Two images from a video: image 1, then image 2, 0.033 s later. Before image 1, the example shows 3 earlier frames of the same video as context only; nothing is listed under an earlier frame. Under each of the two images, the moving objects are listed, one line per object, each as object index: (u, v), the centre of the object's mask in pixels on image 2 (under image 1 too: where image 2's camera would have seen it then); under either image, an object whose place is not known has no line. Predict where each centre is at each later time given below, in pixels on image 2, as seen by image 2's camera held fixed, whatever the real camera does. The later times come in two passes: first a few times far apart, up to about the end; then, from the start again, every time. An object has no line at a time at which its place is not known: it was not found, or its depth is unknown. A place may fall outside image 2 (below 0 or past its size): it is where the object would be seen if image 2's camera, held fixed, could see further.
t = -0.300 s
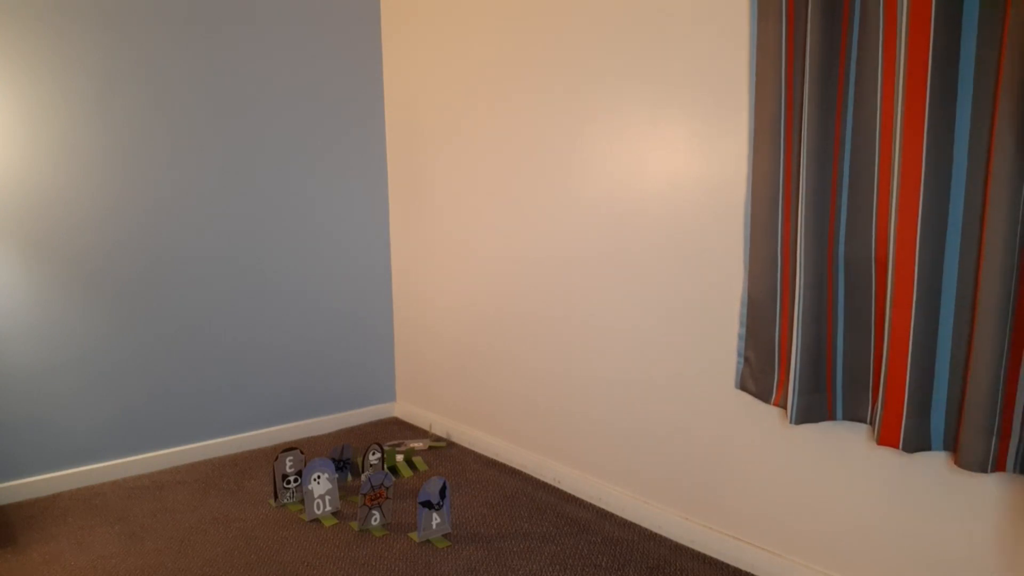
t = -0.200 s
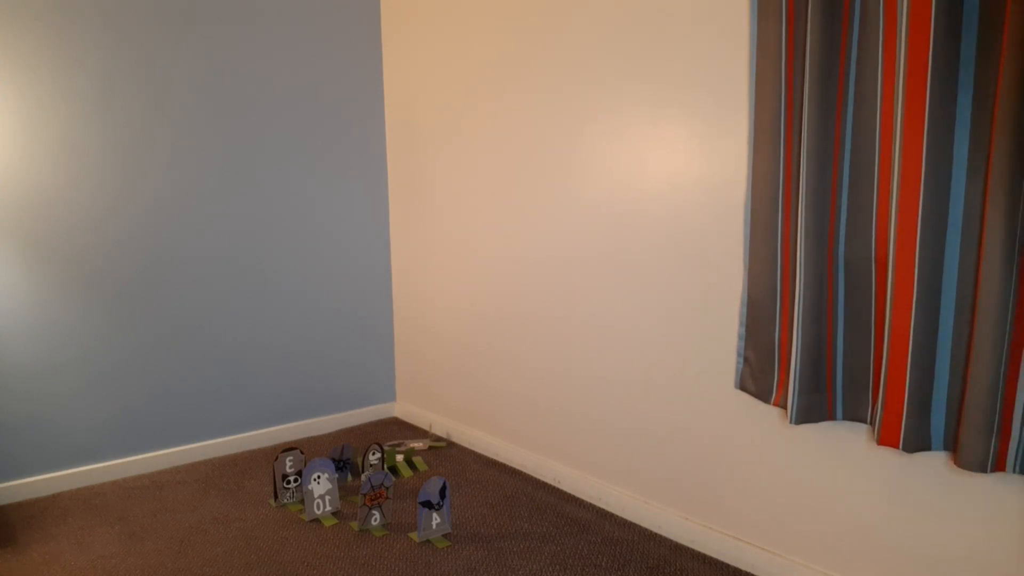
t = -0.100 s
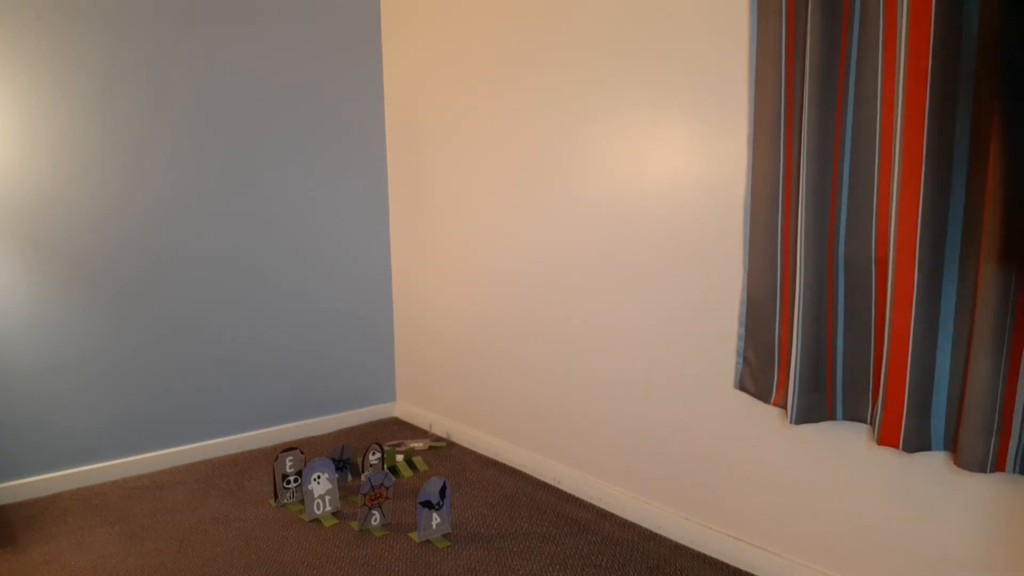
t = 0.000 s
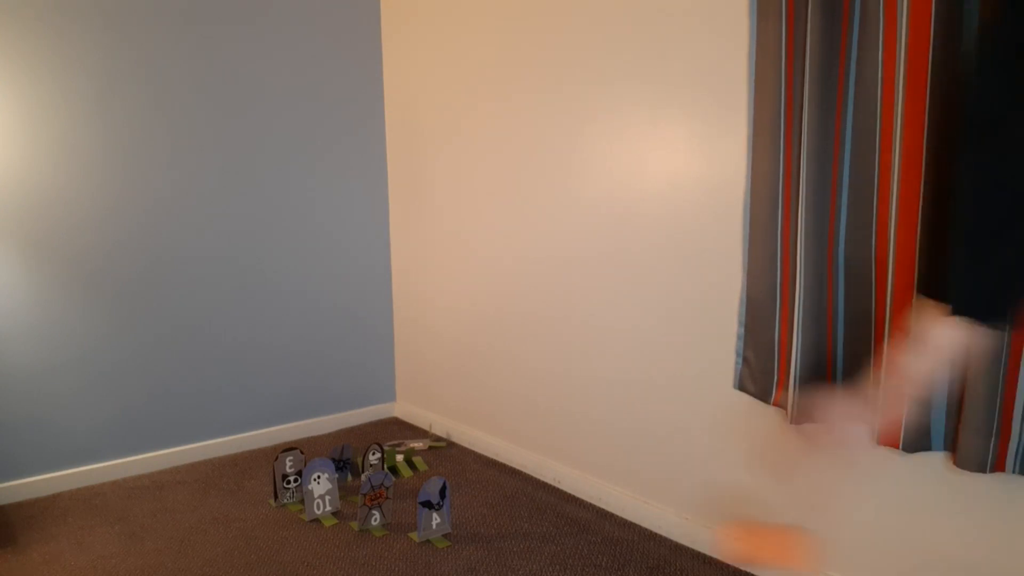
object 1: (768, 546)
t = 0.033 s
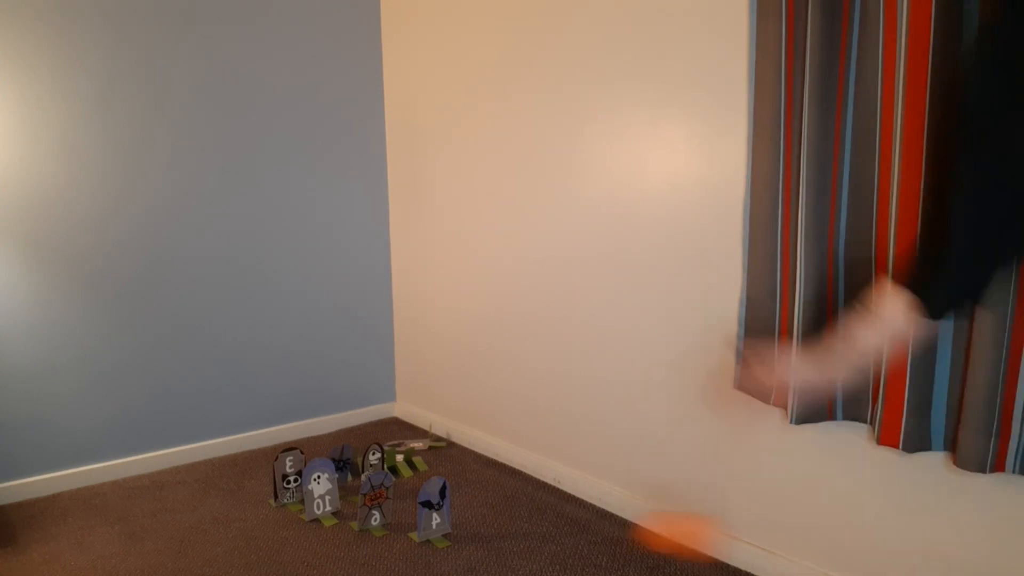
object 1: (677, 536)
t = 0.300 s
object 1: (347, 518)
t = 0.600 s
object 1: (251, 446)
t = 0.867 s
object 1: (232, 454)
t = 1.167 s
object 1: (194, 473)
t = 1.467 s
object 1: (145, 484)
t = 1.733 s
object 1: (140, 479)
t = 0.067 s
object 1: (602, 530)
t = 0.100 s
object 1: (543, 531)
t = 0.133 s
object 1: (490, 542)
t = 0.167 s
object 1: (449, 559)
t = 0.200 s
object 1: (417, 567)
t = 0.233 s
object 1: (385, 562)
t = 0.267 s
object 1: (366, 541)
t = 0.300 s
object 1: (347, 518)
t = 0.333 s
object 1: (331, 506)
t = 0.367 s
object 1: (313, 490)
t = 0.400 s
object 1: (301, 485)
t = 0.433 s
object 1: (292, 479)
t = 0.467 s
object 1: (282, 471)
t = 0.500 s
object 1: (273, 463)
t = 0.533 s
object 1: (264, 465)
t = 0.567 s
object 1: (257, 460)
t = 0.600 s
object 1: (251, 446)
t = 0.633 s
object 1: (244, 434)
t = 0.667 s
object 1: (237, 430)
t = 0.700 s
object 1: (233, 428)
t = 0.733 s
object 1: (233, 430)
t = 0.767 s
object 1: (234, 434)
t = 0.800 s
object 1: (235, 442)
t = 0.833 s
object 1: (235, 453)
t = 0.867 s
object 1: (232, 454)
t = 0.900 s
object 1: (228, 457)
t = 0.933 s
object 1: (223, 461)
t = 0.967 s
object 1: (218, 464)
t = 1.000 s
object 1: (213, 467)
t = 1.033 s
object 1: (209, 468)
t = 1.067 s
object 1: (206, 470)
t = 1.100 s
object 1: (202, 470)
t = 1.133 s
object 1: (198, 471)
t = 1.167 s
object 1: (194, 473)
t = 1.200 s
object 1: (189, 475)
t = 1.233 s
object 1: (184, 477)
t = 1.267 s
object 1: (179, 478)
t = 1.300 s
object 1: (172, 479)
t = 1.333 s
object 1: (165, 480)
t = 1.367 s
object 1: (159, 481)
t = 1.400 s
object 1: (154, 482)
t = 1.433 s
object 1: (149, 483)
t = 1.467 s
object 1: (145, 484)
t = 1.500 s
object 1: (143, 483)
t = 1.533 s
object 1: (141, 483)
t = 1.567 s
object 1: (140, 483)
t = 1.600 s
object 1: (140, 483)
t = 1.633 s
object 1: (140, 482)
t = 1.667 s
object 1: (140, 480)
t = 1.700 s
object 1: (140, 479)
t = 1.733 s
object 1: (140, 479)
